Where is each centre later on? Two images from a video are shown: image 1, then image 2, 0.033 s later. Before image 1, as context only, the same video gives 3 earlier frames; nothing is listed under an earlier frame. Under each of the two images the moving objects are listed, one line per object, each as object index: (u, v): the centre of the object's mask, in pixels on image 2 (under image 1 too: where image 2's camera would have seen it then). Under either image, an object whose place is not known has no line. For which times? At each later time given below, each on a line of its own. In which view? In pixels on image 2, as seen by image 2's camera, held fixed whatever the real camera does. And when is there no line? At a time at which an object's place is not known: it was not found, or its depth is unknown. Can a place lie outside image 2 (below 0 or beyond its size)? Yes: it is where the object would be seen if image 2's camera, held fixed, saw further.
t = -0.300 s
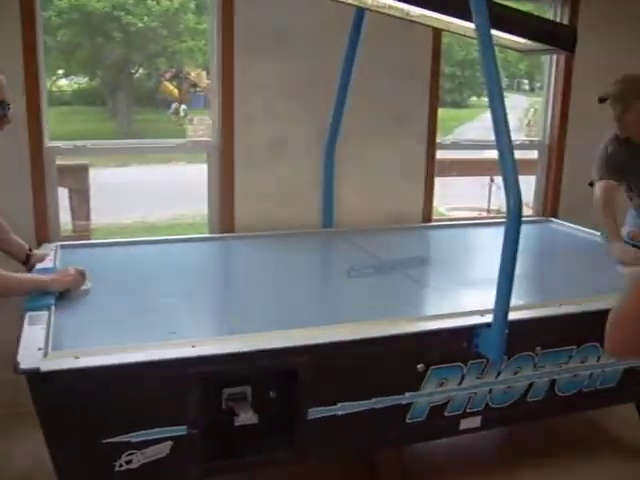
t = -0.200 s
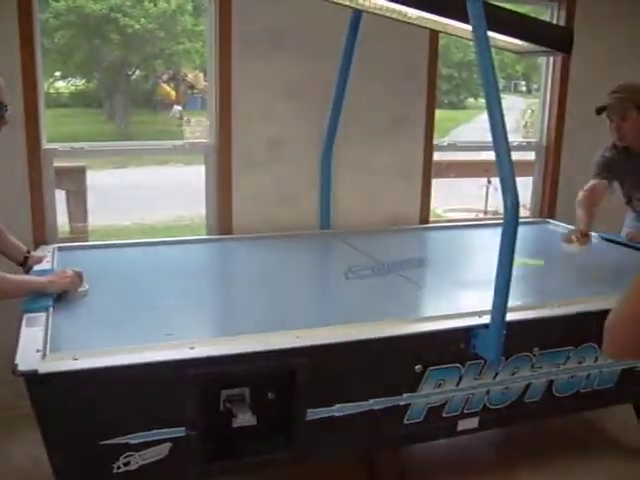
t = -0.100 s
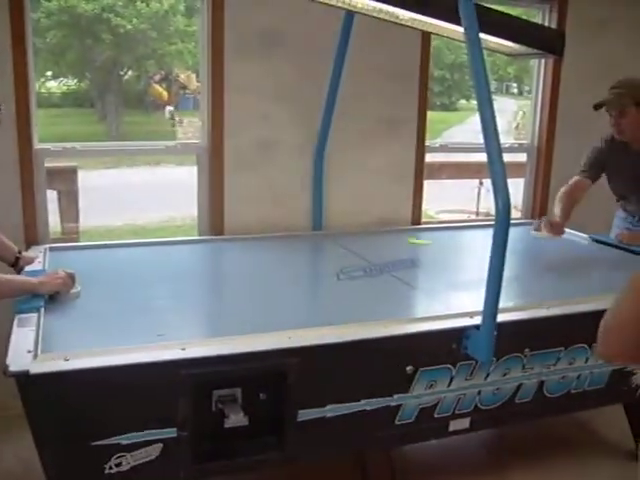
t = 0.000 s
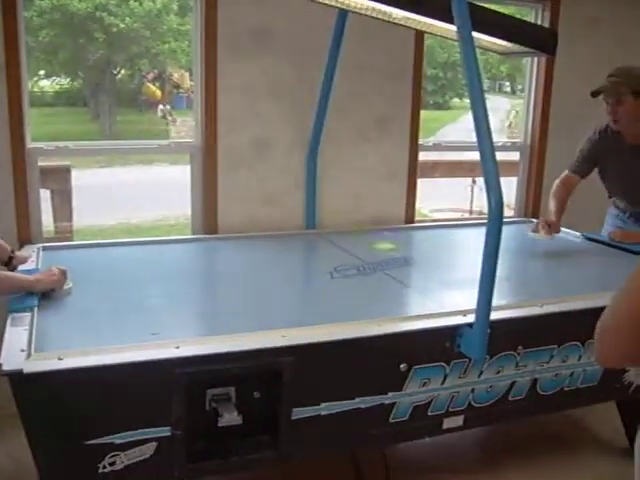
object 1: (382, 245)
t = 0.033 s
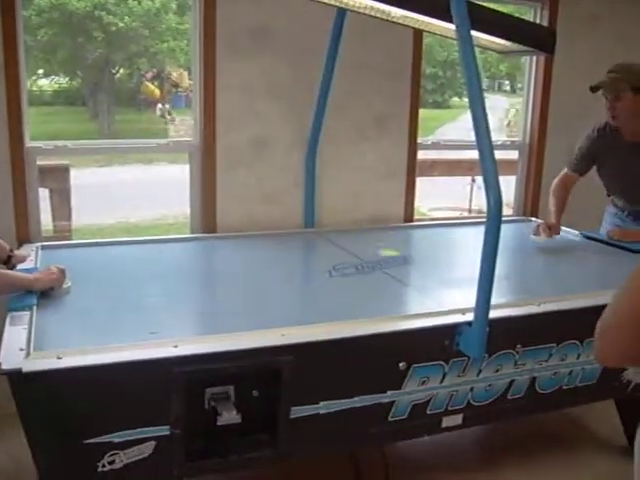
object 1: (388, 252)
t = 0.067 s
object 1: (392, 262)
